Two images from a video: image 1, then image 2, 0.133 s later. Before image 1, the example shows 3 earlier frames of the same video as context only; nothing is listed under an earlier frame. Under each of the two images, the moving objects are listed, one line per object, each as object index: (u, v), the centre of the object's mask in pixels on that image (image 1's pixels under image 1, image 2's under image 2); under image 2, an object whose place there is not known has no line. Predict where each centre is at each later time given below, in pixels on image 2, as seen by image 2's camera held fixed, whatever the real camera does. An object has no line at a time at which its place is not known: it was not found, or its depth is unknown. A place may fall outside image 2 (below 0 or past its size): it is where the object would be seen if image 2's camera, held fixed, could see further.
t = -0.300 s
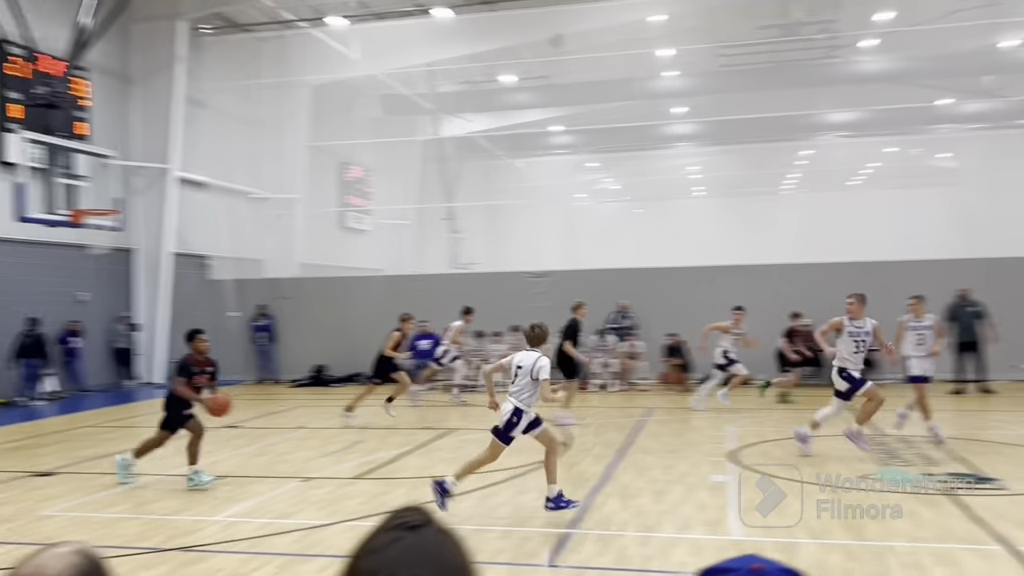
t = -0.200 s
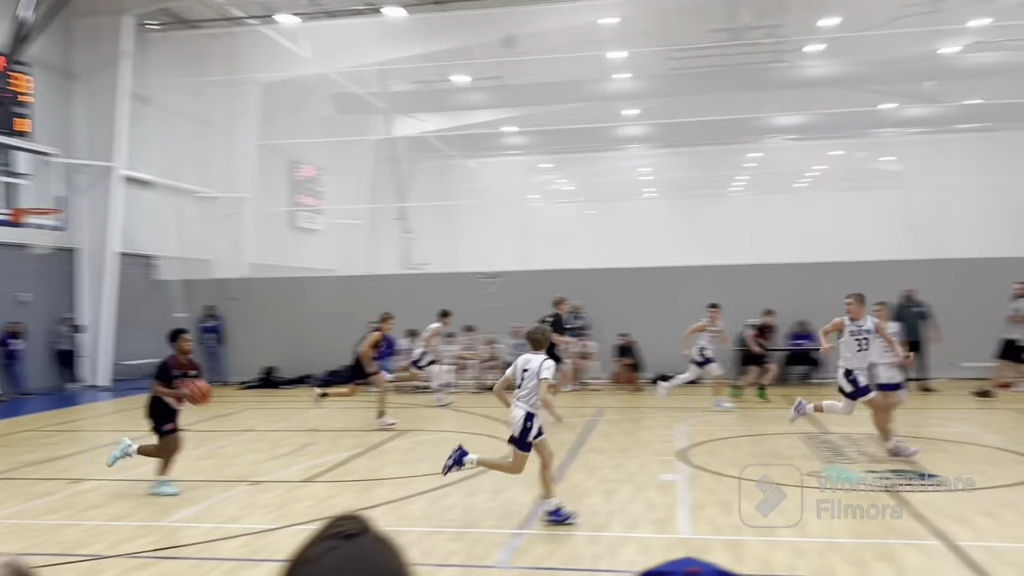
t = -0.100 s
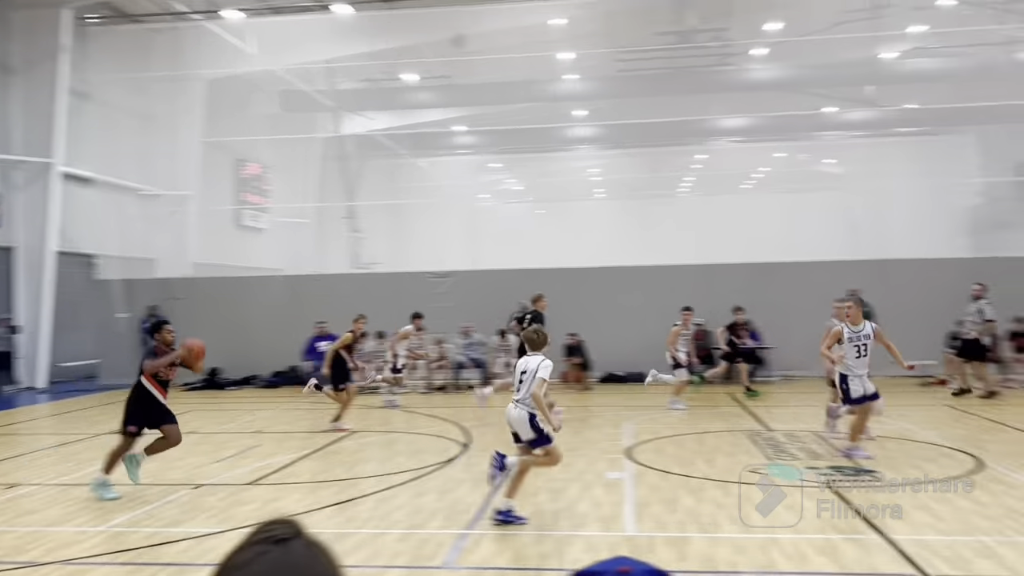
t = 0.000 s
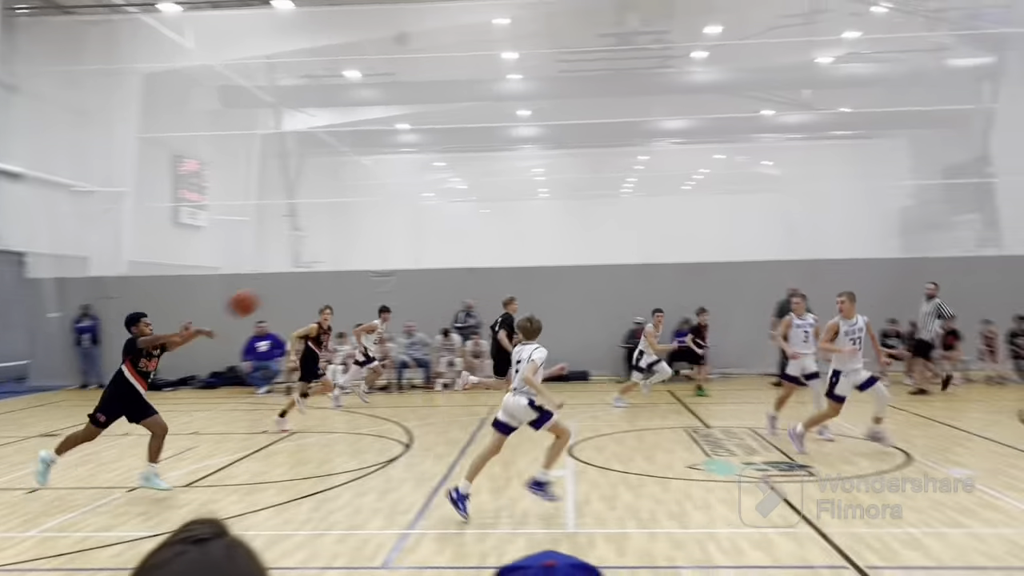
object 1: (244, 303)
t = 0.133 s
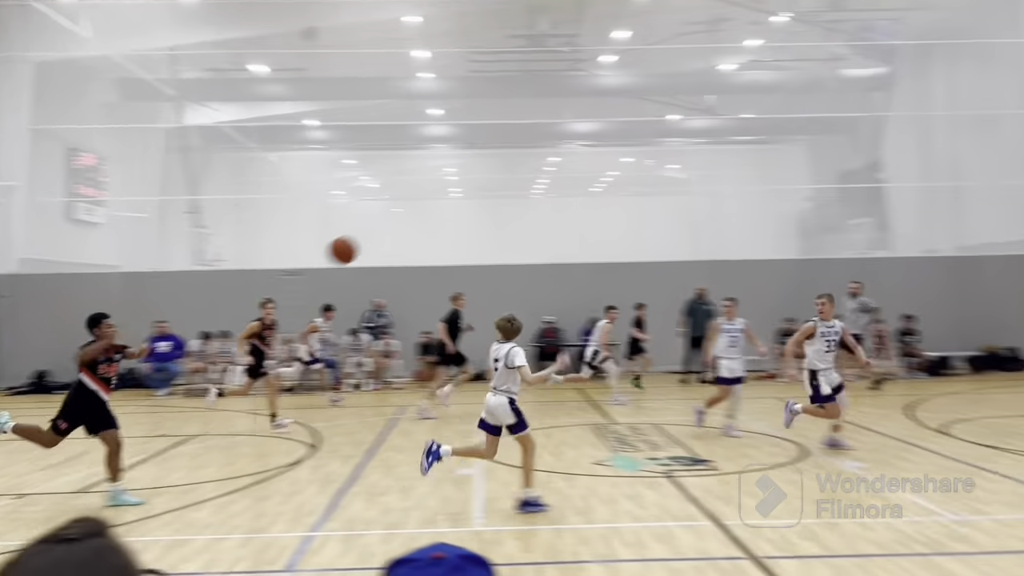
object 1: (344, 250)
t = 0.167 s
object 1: (397, 240)
